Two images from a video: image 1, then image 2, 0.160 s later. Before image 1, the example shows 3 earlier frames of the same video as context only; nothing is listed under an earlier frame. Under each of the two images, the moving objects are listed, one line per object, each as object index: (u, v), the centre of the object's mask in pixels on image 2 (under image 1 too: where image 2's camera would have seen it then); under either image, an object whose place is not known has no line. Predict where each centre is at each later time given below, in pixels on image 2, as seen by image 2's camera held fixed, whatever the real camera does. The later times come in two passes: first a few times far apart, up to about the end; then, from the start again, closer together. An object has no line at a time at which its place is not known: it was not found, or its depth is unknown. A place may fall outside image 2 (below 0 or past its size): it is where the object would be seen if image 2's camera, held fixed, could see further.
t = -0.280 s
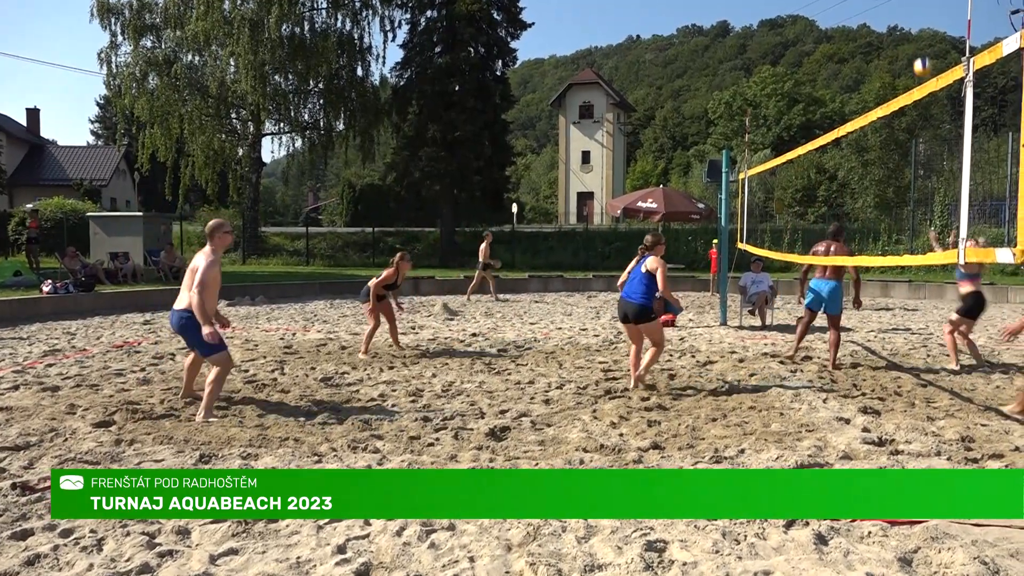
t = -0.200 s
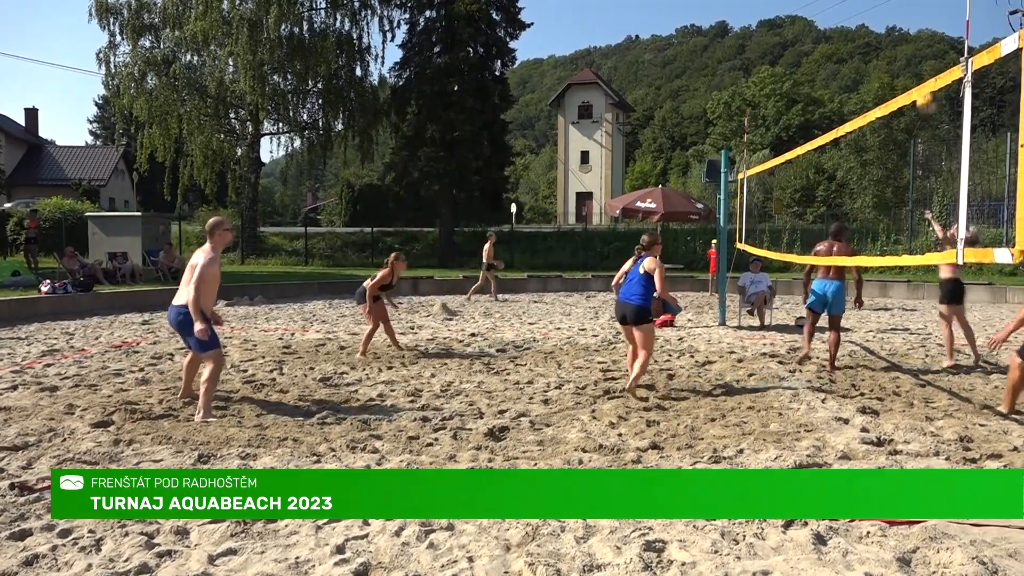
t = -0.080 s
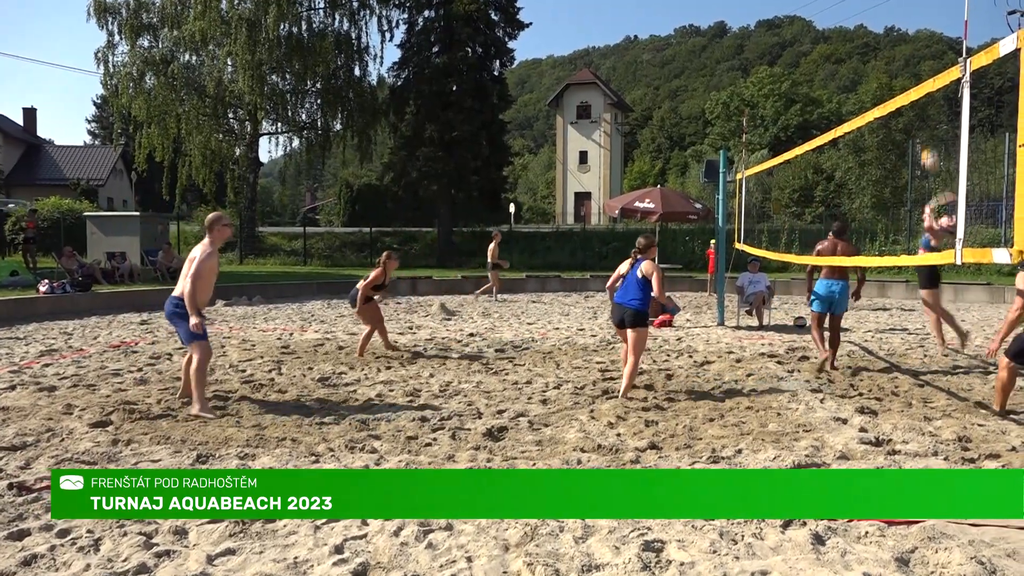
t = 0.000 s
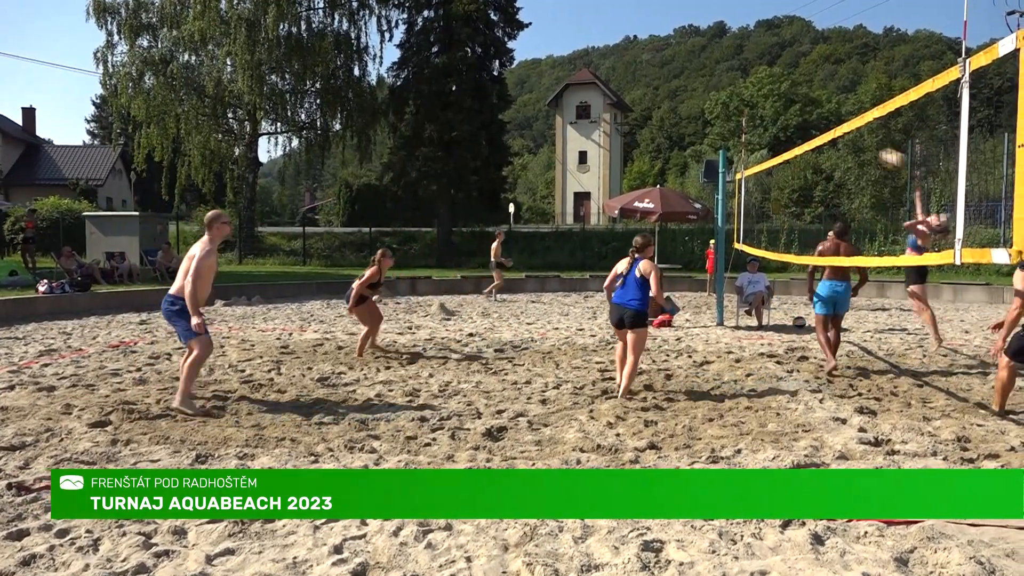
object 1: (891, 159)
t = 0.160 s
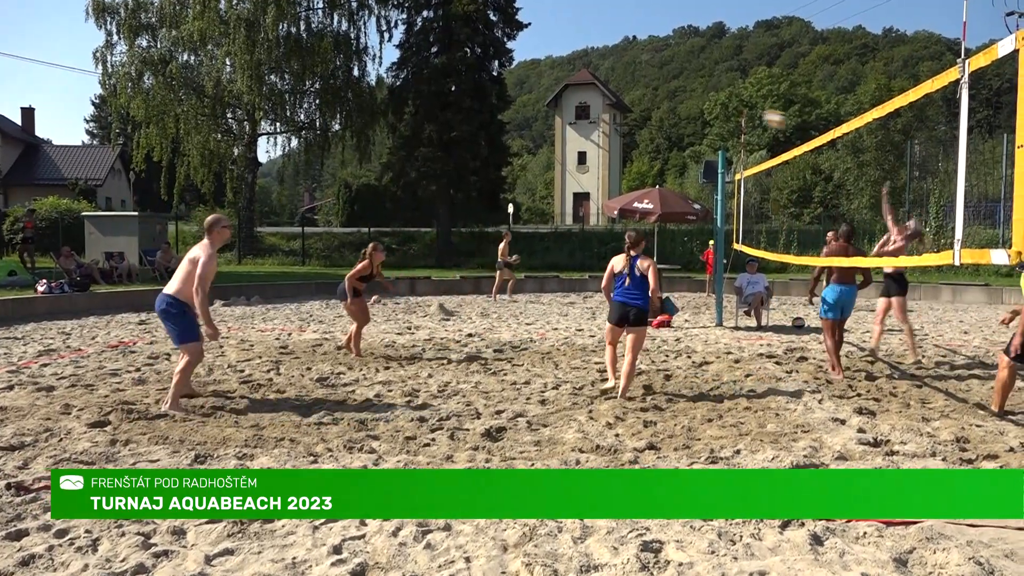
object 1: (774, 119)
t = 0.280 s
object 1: (687, 102)
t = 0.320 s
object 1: (660, 101)
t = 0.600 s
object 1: (472, 121)
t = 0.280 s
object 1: (687, 102)
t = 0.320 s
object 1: (660, 101)
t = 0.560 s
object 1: (498, 114)
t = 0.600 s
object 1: (472, 121)
